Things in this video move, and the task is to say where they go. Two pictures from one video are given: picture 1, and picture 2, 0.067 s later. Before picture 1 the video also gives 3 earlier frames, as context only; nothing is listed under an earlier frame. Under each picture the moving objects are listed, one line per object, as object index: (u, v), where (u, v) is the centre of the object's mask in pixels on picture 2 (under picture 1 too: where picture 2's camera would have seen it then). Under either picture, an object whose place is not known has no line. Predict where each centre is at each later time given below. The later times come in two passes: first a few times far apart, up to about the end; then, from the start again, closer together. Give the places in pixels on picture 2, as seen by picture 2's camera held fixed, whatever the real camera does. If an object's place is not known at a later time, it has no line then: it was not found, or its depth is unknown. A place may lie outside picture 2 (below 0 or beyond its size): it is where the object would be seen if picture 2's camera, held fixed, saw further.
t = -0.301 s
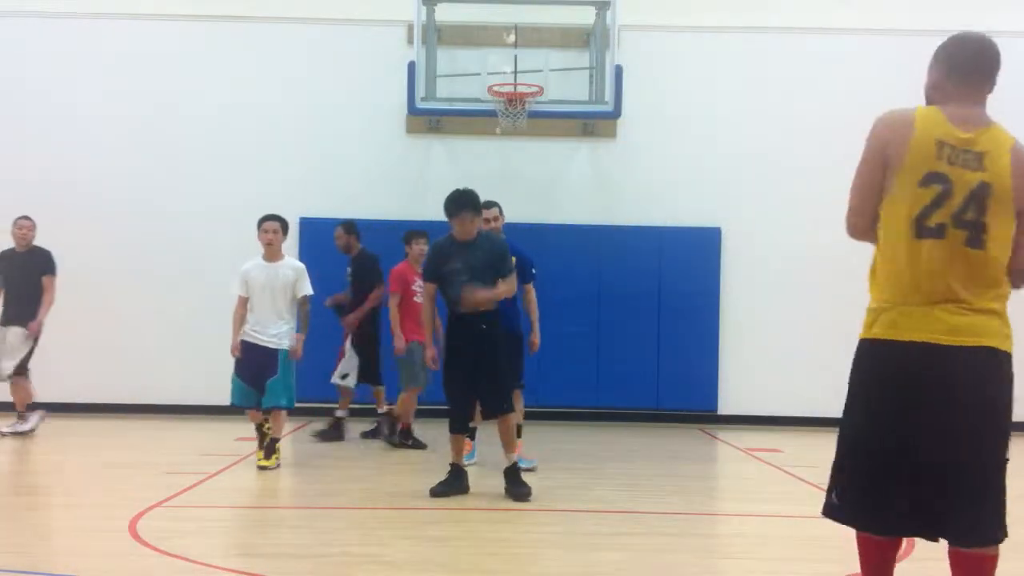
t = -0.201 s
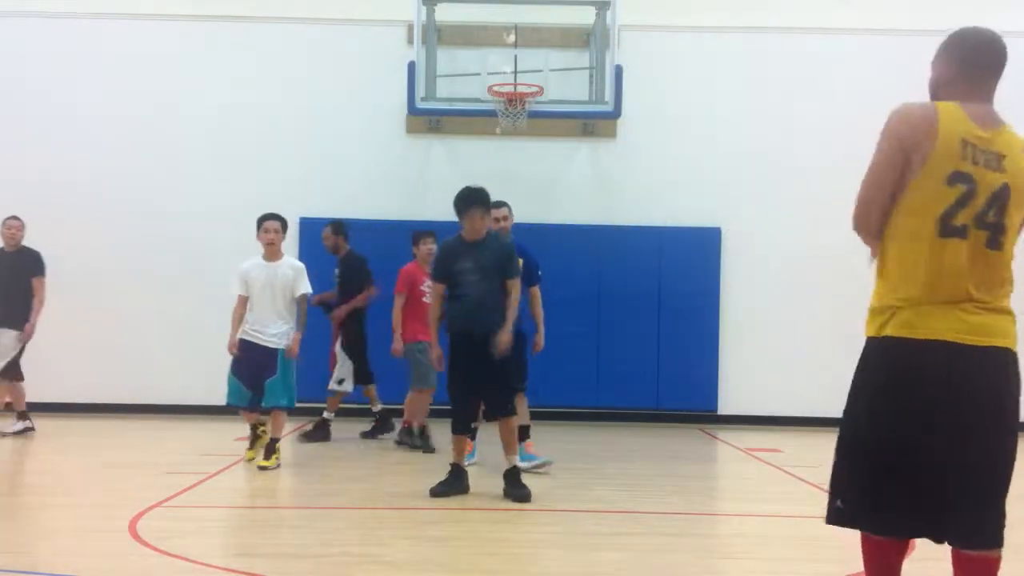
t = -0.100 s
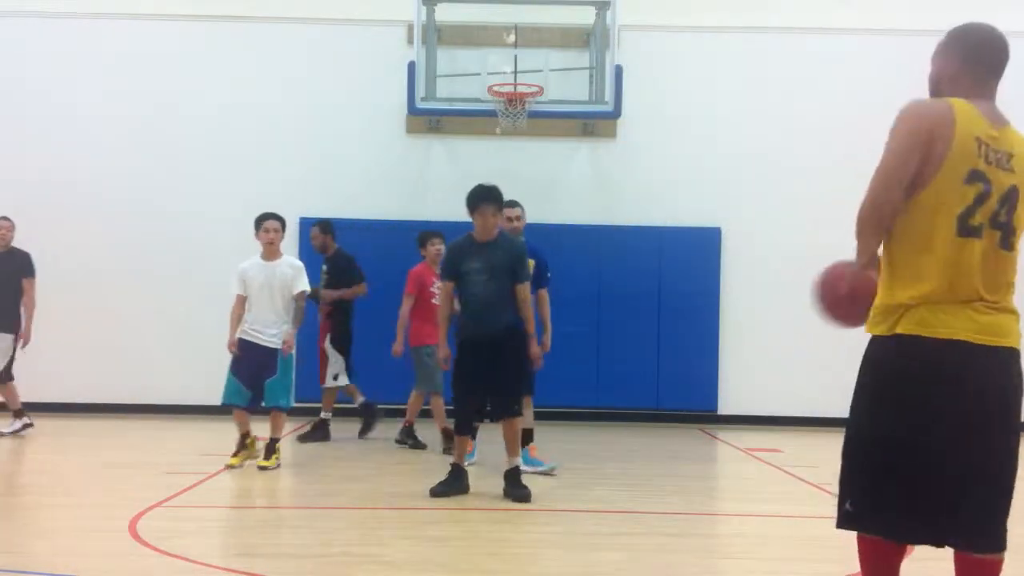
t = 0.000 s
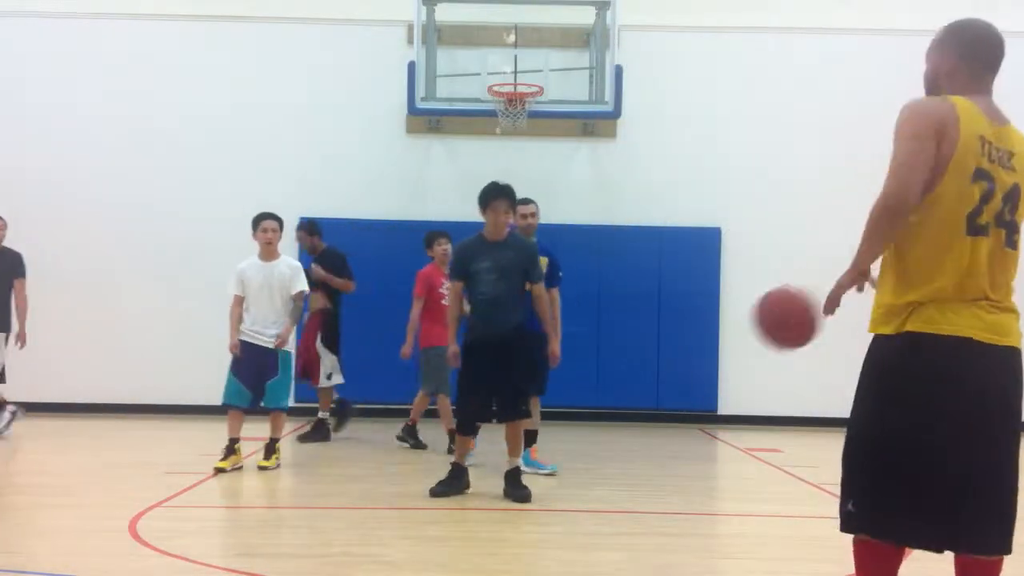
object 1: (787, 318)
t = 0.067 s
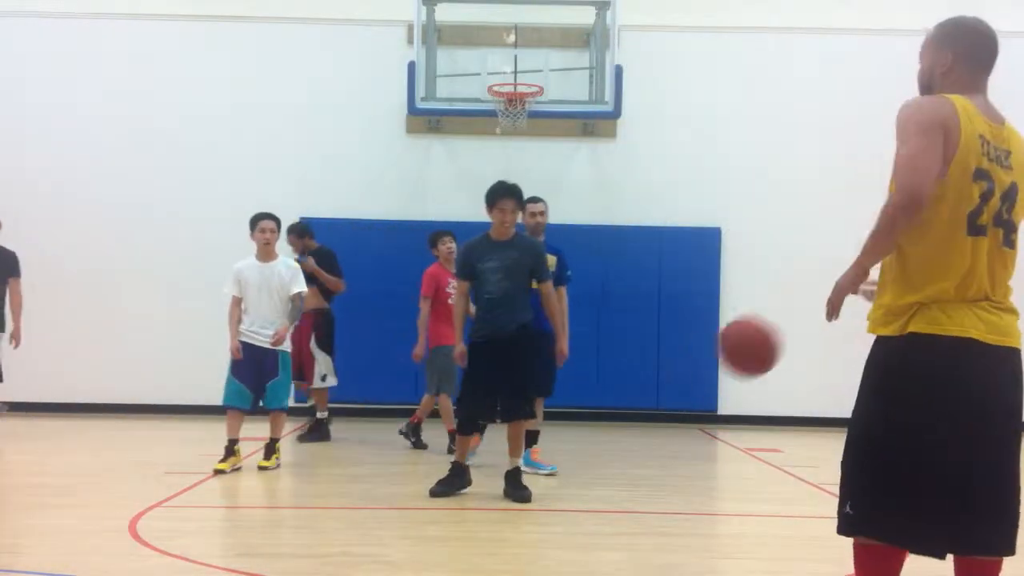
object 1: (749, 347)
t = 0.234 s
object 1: (662, 454)
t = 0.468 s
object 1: (588, 419)
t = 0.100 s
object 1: (730, 364)
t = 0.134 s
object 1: (711, 384)
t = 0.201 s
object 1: (677, 427)
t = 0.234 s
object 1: (662, 454)
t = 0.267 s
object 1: (647, 478)
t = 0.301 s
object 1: (632, 507)
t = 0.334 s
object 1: (620, 519)
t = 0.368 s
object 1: (611, 486)
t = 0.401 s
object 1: (603, 460)
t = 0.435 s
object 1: (595, 439)
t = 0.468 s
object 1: (588, 419)
